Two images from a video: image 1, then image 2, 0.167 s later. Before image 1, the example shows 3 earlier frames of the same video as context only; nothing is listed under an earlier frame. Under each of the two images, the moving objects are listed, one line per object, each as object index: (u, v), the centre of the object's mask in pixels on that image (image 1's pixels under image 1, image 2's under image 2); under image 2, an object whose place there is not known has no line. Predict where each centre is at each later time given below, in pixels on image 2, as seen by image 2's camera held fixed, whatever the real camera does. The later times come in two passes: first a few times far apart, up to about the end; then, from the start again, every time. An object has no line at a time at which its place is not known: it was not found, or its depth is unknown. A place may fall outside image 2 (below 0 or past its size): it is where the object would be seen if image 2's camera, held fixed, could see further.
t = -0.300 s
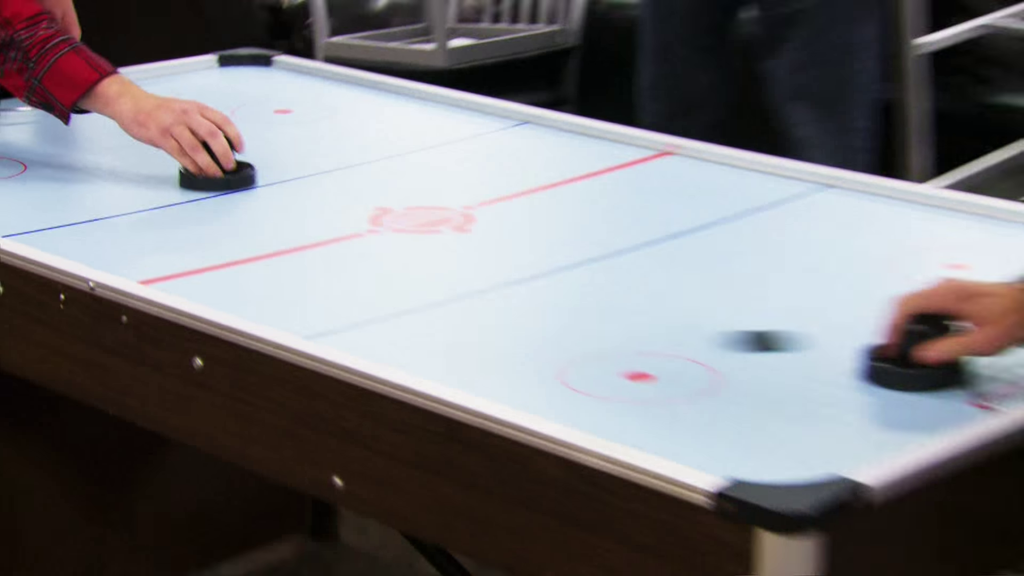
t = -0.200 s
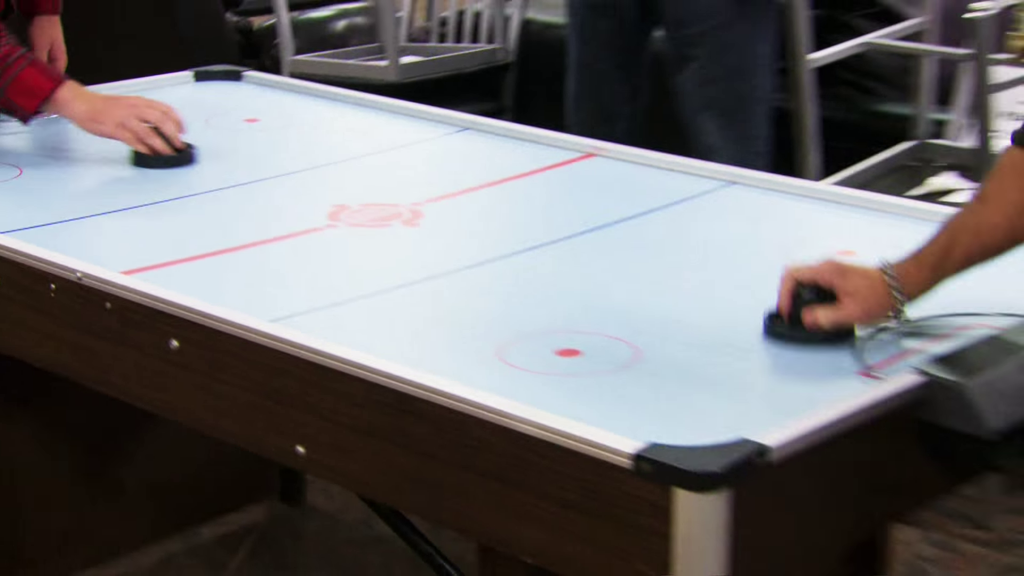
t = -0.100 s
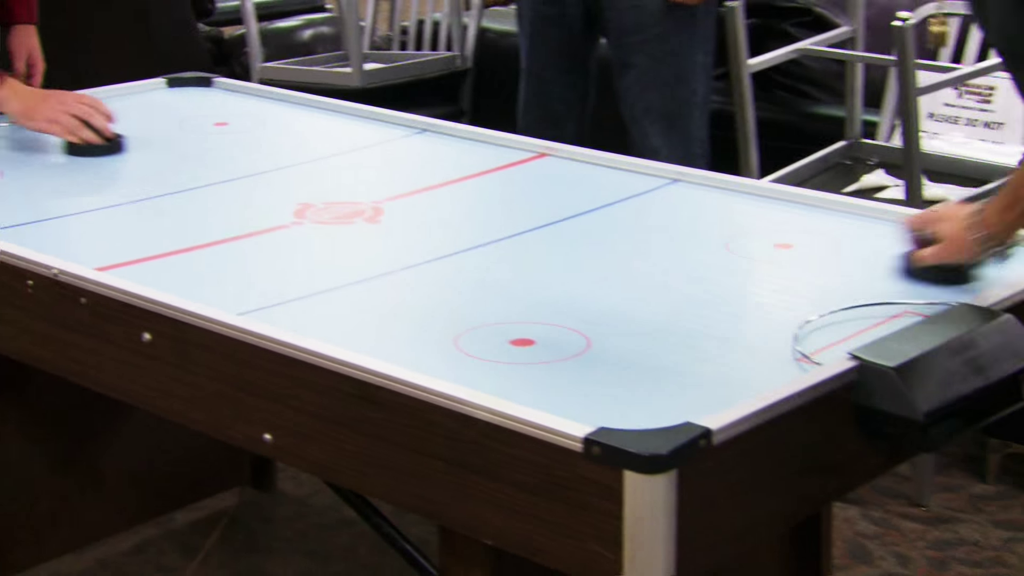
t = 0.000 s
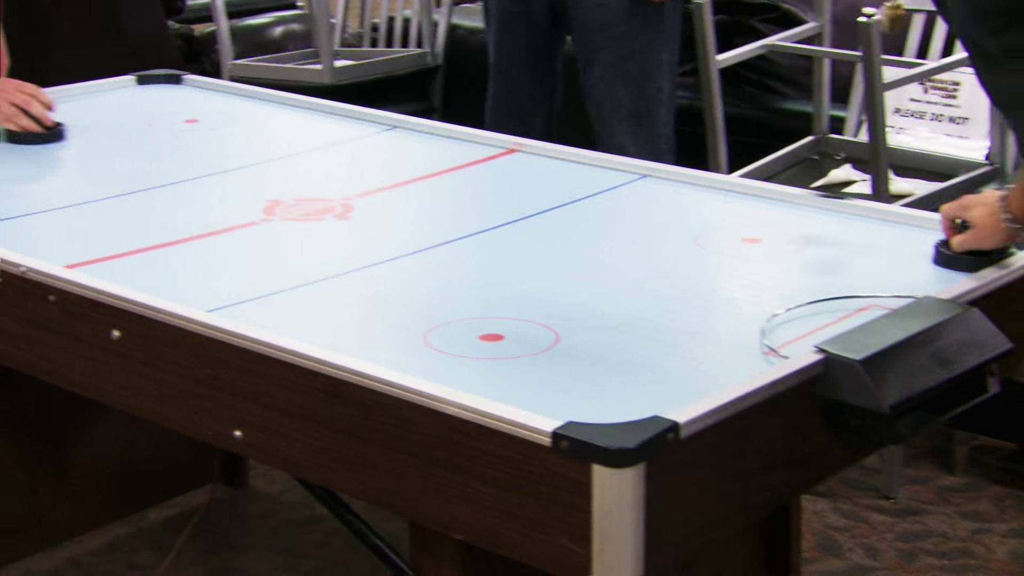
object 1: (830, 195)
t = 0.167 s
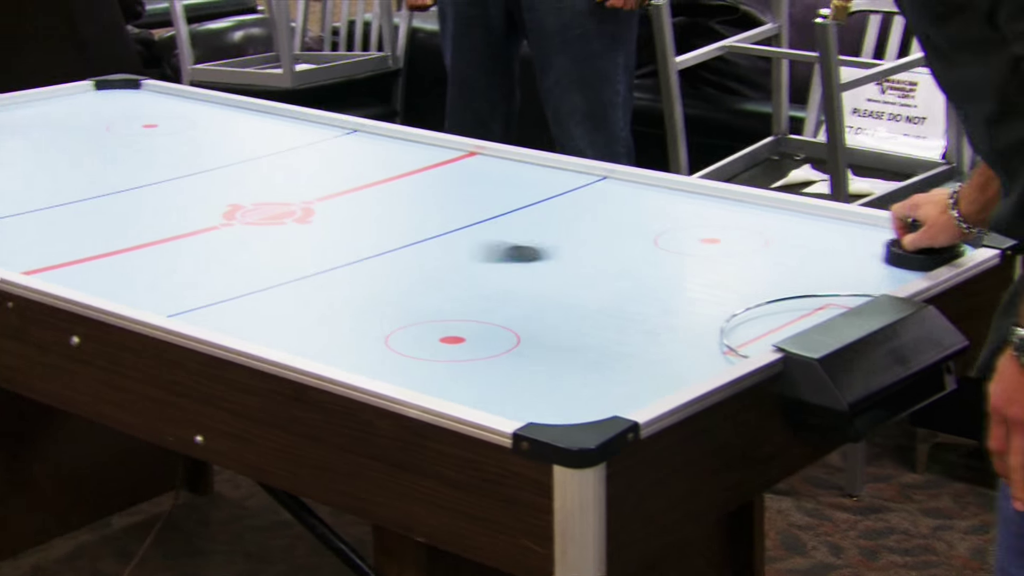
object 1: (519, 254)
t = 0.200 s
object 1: (470, 251)
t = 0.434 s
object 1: (146, 261)
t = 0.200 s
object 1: (470, 251)
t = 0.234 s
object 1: (409, 255)
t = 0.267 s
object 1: (368, 257)
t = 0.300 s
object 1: (316, 258)
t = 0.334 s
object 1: (275, 259)
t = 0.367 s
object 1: (228, 260)
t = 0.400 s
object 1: (186, 260)
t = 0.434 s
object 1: (146, 261)
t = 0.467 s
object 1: (116, 260)
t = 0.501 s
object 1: (84, 260)
